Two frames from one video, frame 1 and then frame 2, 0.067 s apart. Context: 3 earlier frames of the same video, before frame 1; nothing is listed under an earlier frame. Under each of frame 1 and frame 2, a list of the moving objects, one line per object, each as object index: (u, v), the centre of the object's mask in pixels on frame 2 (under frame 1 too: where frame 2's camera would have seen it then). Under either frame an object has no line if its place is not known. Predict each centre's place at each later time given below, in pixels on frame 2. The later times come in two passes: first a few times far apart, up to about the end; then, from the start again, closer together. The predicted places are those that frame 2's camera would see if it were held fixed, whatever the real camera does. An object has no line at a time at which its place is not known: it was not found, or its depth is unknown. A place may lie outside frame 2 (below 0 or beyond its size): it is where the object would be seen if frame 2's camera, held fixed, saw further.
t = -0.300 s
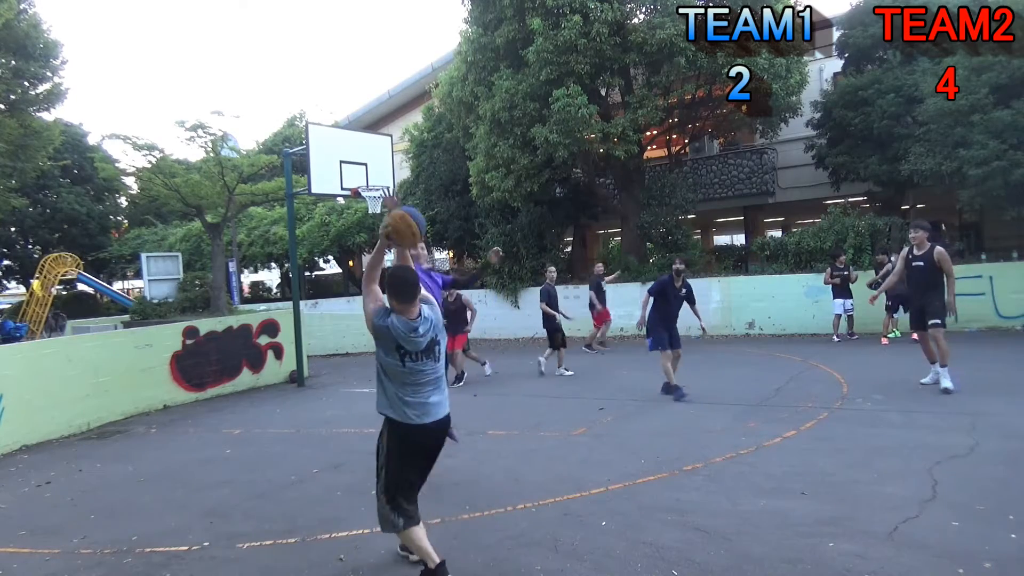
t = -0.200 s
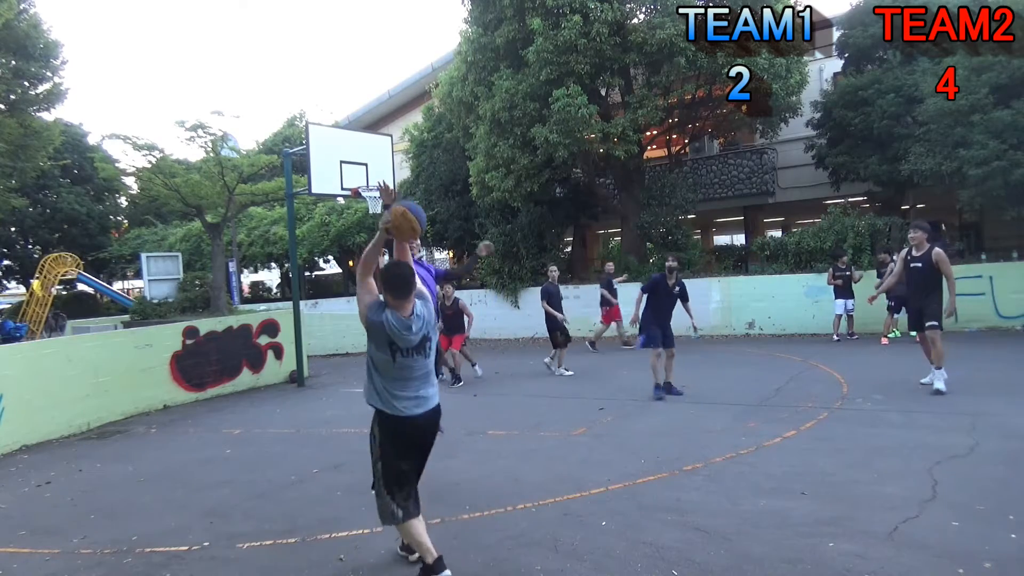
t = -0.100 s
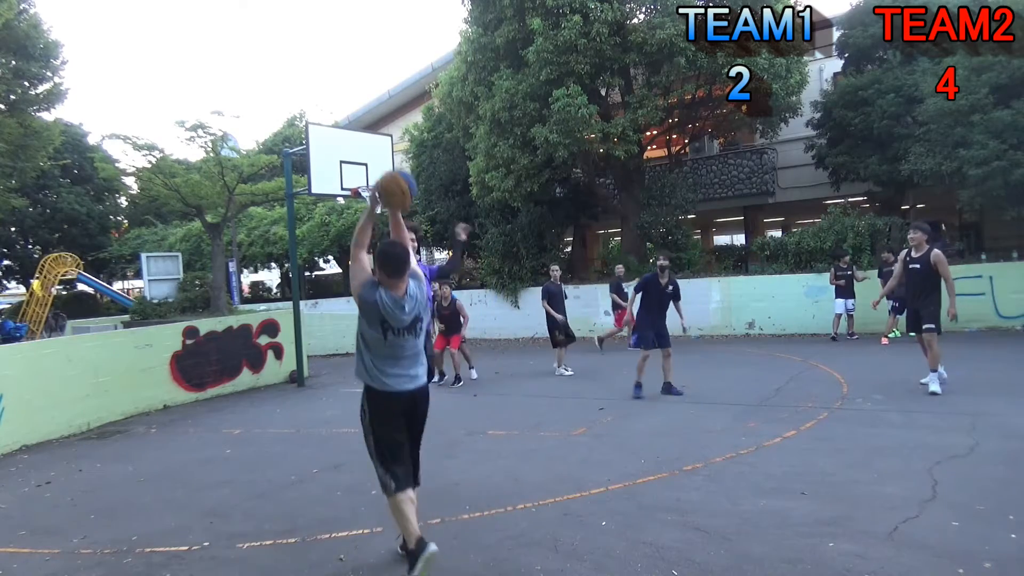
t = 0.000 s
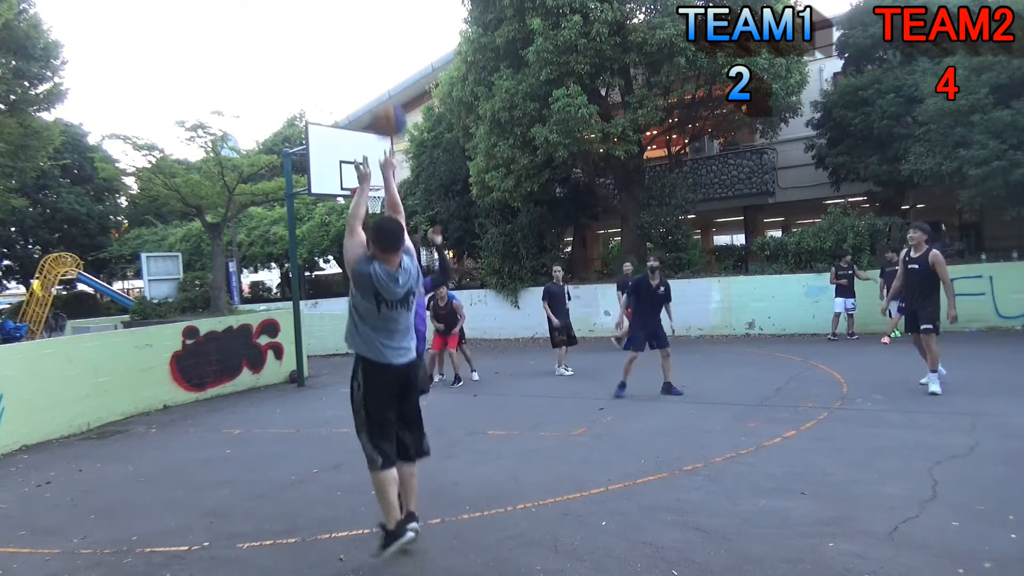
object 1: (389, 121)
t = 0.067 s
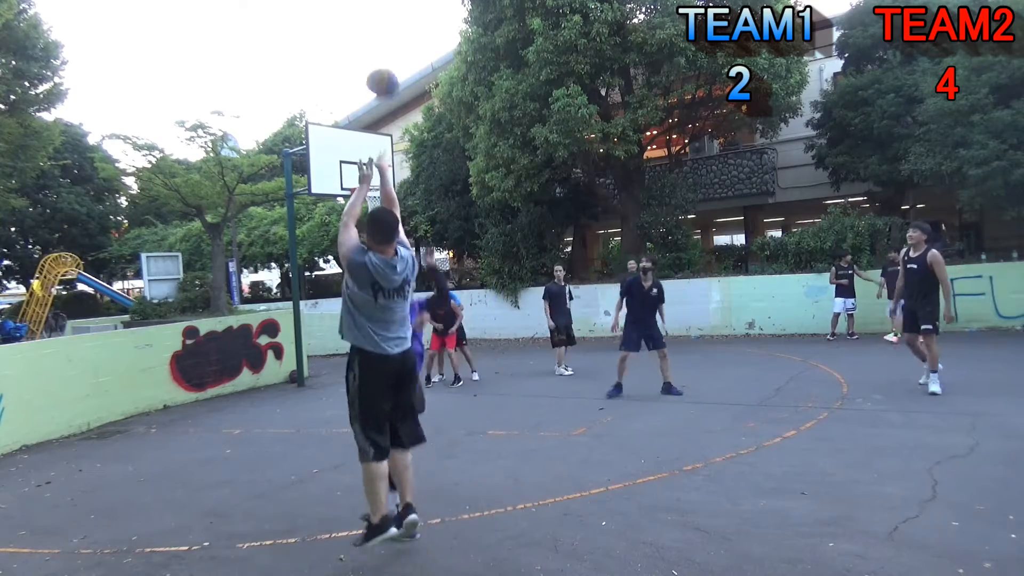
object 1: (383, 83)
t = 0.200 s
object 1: (372, 33)
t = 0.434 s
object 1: (364, 17)
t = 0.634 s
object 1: (363, 44)
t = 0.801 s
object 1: (364, 86)
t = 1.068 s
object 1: (367, 177)
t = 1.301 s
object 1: (345, 132)
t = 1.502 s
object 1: (323, 113)
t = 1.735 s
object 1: (296, 127)
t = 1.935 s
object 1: (275, 184)
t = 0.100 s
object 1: (379, 66)
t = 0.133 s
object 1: (376, 52)
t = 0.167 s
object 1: (374, 42)
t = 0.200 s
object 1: (372, 33)
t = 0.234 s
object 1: (370, 26)
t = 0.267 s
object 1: (369, 21)
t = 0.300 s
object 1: (368, 17)
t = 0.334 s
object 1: (367, 15)
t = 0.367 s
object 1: (366, 15)
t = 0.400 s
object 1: (365, 15)
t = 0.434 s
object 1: (364, 17)
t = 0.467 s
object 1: (364, 19)
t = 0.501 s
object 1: (364, 23)
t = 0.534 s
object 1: (363, 27)
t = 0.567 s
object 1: (363, 32)
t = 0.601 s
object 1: (363, 38)
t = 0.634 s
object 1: (363, 44)
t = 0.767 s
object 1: (363, 77)
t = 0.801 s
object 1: (364, 86)
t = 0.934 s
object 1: (367, 128)
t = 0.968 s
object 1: (366, 140)
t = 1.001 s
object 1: (366, 152)
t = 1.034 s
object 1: (367, 164)
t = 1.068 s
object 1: (367, 177)
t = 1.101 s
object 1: (366, 177)
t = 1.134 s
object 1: (363, 168)
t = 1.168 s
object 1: (359, 160)
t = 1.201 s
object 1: (356, 152)
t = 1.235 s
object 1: (352, 145)
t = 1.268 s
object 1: (348, 138)
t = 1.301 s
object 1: (345, 132)
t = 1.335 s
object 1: (341, 127)
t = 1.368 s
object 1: (337, 123)
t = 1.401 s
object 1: (334, 120)
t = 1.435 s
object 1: (331, 117)
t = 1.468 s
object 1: (326, 115)
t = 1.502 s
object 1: (323, 113)
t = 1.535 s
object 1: (319, 112)
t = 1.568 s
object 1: (316, 112)
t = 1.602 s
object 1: (312, 114)
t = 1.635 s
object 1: (308, 116)
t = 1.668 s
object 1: (304, 119)
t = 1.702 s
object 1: (301, 123)
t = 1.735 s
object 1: (296, 127)
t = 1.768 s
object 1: (294, 134)
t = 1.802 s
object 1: (290, 142)
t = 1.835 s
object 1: (287, 149)
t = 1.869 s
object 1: (283, 159)
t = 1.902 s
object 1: (280, 169)
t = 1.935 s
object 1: (275, 184)
